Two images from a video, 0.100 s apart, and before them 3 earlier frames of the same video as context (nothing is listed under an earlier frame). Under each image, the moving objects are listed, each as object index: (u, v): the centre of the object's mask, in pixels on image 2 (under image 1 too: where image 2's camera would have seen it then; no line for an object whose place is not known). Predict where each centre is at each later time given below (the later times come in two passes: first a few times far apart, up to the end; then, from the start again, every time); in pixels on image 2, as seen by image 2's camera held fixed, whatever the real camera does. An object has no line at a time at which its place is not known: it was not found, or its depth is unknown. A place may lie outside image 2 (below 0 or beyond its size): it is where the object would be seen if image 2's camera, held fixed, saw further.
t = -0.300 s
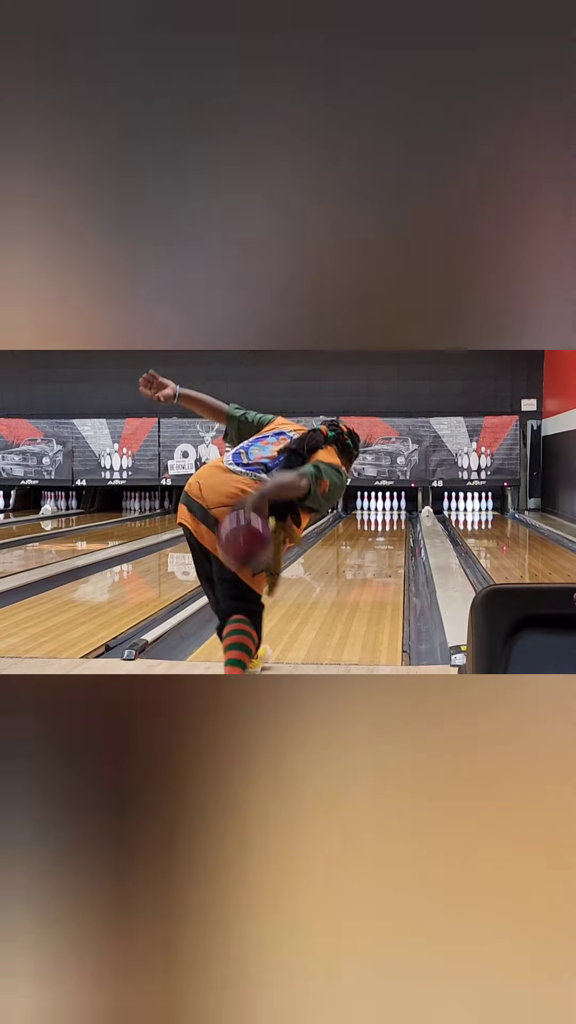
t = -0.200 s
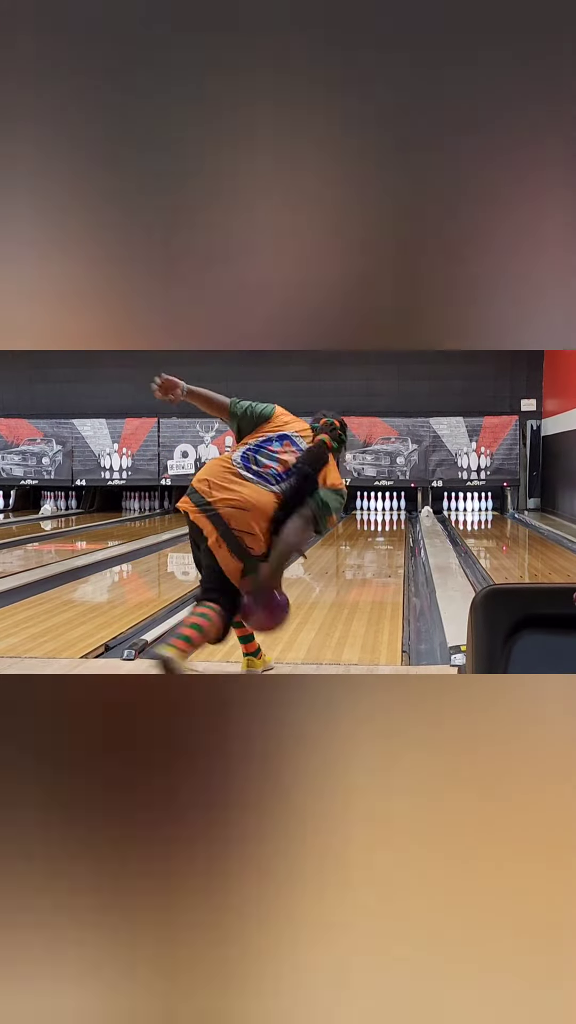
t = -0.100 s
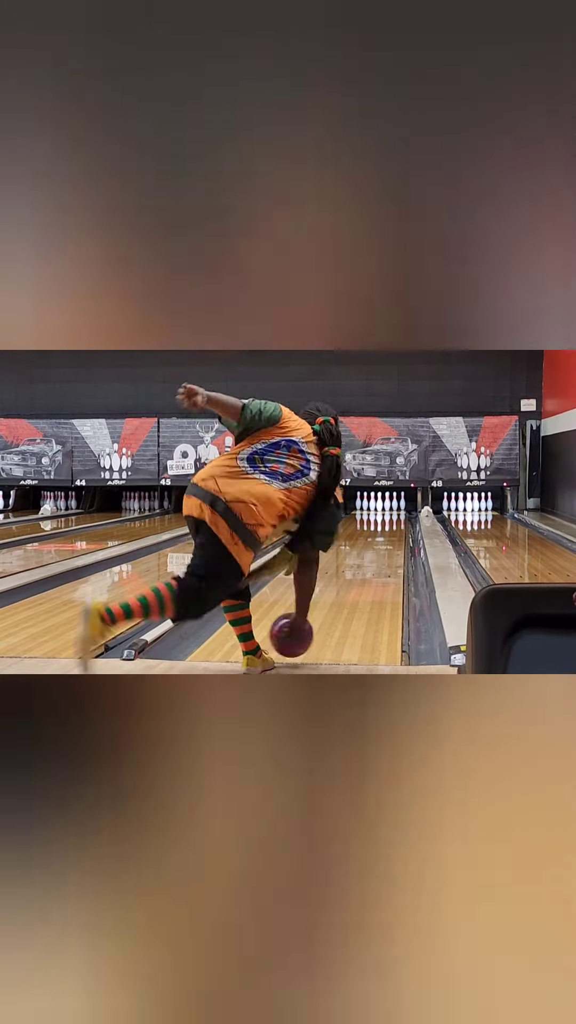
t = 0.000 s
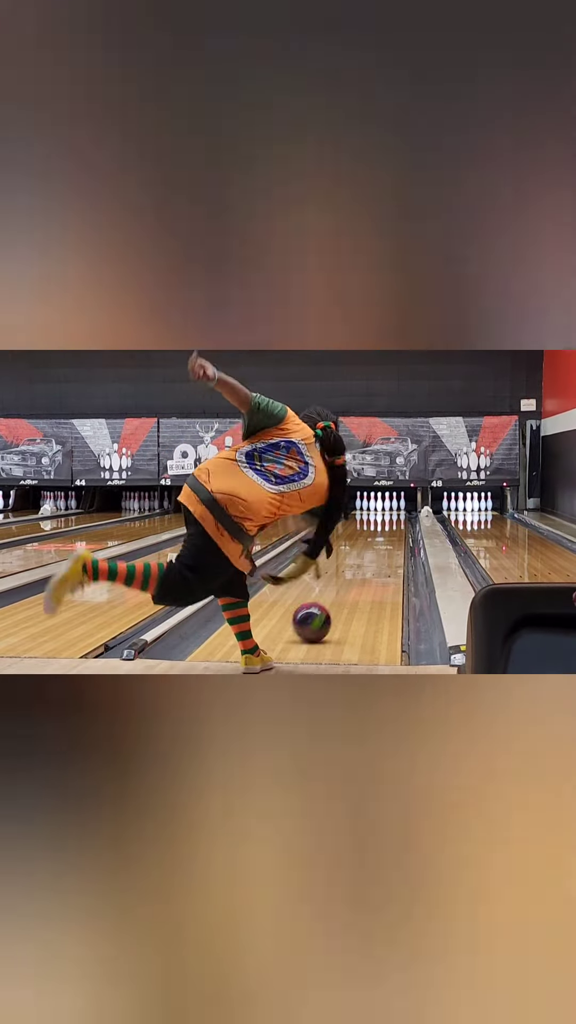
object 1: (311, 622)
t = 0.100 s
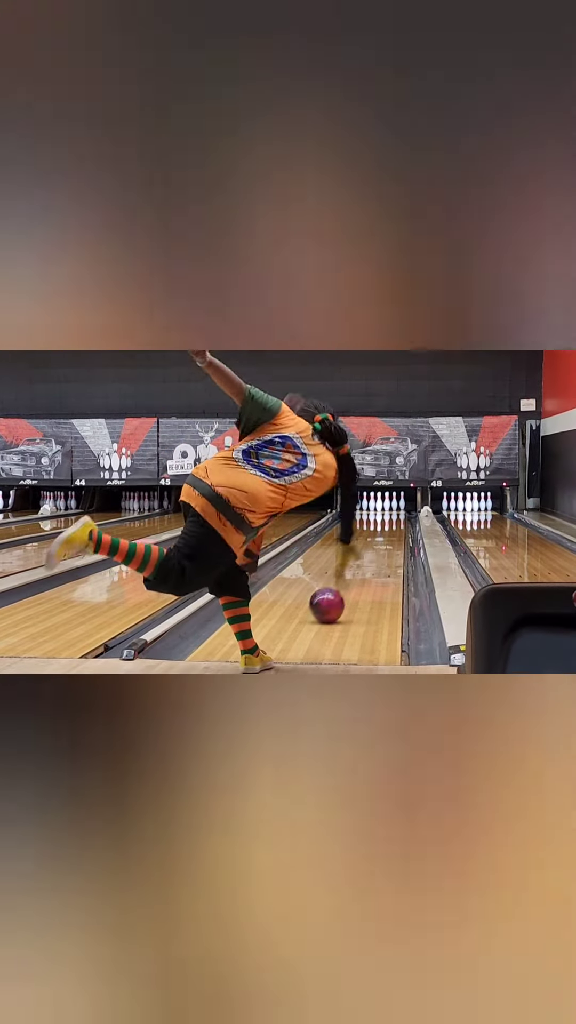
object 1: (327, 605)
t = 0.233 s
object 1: (343, 587)
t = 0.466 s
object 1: (363, 565)
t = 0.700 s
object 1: (376, 552)
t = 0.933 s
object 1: (385, 540)
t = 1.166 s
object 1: (391, 532)
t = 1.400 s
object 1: (395, 525)
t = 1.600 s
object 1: (397, 521)
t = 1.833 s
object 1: (397, 516)
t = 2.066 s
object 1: (395, 512)
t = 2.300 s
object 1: (388, 509)
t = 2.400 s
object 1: (386, 508)
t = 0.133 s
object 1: (331, 600)
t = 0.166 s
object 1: (335, 595)
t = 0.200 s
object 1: (339, 591)
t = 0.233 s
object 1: (343, 587)
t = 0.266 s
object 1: (346, 583)
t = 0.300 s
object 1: (349, 580)
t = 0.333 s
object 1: (352, 577)
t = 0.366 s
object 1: (355, 573)
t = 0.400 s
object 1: (358, 570)
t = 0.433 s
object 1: (360, 568)
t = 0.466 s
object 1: (363, 565)
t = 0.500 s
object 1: (365, 563)
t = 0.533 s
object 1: (367, 561)
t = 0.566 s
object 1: (369, 559)
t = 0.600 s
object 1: (371, 557)
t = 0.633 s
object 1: (373, 555)
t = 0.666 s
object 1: (375, 553)
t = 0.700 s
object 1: (376, 552)
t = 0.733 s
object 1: (377, 550)
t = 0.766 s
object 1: (379, 548)
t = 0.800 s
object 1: (380, 547)
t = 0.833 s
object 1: (382, 545)
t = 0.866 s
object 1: (383, 543)
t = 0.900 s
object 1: (384, 542)
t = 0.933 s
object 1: (385, 540)
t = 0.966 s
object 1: (386, 539)
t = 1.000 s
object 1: (387, 537)
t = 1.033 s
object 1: (388, 536)
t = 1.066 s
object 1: (389, 535)
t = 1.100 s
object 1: (390, 534)
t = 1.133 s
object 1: (390, 533)
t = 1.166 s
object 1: (391, 532)
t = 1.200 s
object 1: (392, 530)
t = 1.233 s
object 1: (392, 529)
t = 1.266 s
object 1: (393, 528)
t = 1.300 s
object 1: (394, 527)
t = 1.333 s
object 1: (394, 527)
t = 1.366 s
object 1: (395, 526)
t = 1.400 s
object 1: (395, 525)
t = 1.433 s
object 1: (396, 524)
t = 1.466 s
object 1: (396, 523)
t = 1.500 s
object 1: (396, 523)
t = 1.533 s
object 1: (397, 522)
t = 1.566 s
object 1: (397, 521)
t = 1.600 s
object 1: (397, 521)
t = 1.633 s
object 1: (397, 520)
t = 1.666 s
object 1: (397, 519)
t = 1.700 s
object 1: (397, 518)
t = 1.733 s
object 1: (398, 517)
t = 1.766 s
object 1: (398, 517)
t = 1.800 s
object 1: (398, 516)
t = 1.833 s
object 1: (397, 516)
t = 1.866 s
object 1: (397, 515)
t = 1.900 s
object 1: (397, 515)
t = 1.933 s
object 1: (397, 514)
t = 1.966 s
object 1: (396, 513)
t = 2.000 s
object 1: (396, 513)
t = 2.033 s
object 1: (395, 512)
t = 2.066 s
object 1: (395, 512)
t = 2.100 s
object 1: (394, 511)
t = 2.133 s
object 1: (394, 511)
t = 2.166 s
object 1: (393, 511)
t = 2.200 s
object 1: (392, 510)
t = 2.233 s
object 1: (391, 510)
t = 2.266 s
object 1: (390, 509)
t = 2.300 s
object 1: (388, 509)
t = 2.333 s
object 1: (388, 508)
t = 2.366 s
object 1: (387, 508)
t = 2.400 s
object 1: (386, 508)
